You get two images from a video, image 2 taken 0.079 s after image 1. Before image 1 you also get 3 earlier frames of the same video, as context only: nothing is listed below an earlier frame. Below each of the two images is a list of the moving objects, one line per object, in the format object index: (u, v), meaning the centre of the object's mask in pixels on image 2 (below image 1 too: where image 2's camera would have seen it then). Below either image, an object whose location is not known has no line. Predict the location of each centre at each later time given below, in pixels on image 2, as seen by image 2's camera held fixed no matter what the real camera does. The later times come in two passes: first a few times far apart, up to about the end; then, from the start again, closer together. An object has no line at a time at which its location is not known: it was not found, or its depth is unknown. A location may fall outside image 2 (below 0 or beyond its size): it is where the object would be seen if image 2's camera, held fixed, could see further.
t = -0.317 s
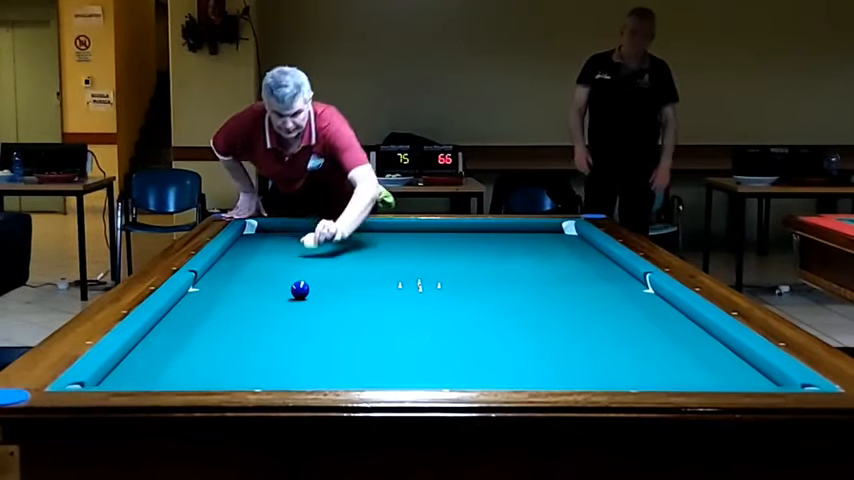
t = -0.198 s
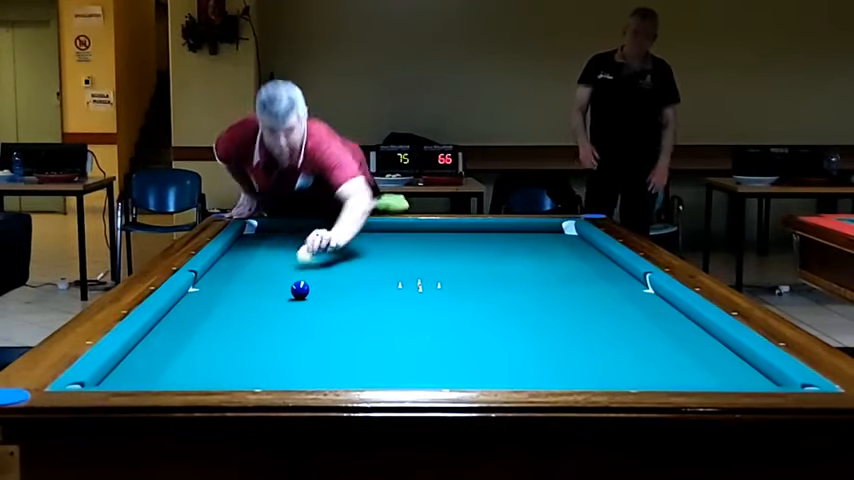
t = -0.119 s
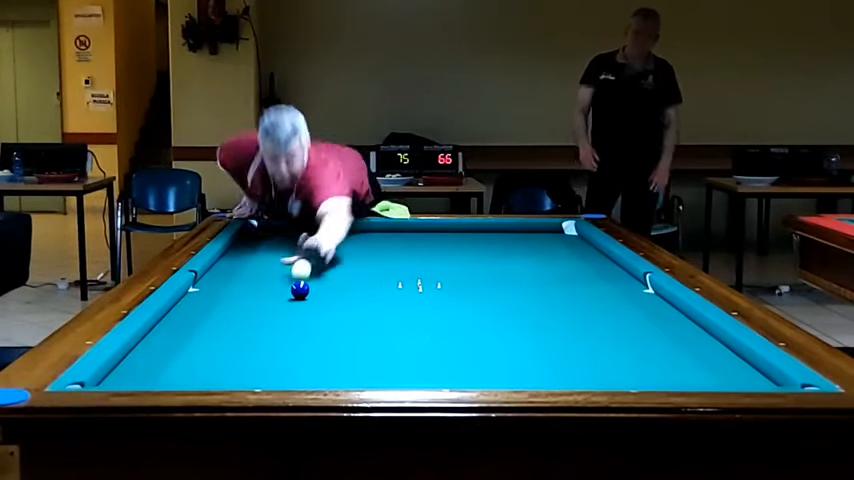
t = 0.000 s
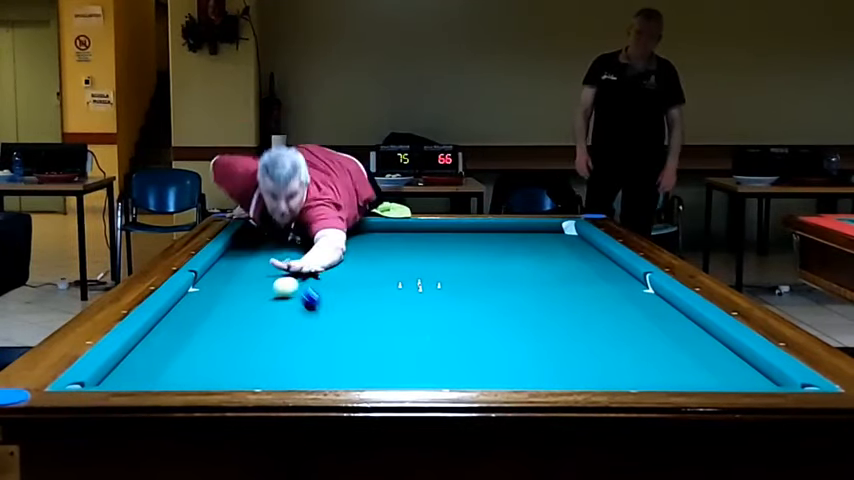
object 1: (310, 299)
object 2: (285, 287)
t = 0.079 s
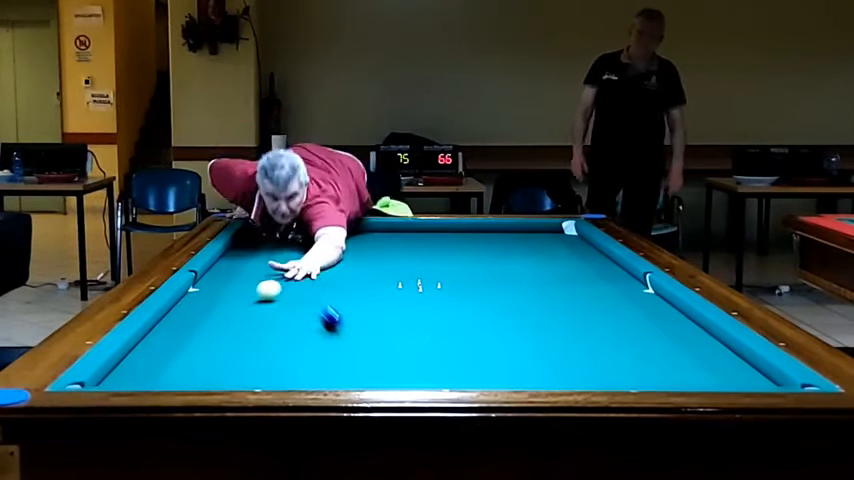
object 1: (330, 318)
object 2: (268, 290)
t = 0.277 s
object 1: (395, 377)
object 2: (230, 298)
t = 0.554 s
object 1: (439, 331)
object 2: (178, 309)
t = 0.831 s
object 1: (458, 290)
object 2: (195, 319)
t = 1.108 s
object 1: (471, 263)
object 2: (211, 329)
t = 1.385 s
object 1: (481, 242)
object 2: (227, 340)
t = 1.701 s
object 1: (490, 230)
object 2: (248, 354)
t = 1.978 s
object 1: (505, 242)
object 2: (268, 366)
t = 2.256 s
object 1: (520, 253)
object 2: (289, 374)
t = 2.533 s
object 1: (538, 265)
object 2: (311, 381)
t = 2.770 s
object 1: (555, 277)
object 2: (330, 378)
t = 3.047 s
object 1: (577, 293)
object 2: (350, 374)
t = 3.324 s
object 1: (604, 312)
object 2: (367, 369)
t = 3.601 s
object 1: (633, 333)
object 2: (384, 365)
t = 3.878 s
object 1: (669, 359)
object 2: (400, 360)
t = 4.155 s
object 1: (712, 381)
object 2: (414, 354)
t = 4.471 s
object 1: (704, 374)
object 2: (428, 348)
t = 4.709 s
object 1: (690, 360)
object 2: (438, 345)
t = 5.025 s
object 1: (675, 342)
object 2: (450, 340)
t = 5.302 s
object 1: (663, 328)
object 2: (460, 336)
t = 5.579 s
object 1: (653, 316)
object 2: (468, 333)
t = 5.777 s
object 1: (645, 307)
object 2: (475, 330)
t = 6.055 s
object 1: (637, 297)
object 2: (482, 327)
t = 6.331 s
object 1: (629, 288)
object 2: (489, 324)
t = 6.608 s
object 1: (622, 281)
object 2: (495, 322)
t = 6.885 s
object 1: (615, 274)
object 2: (500, 320)
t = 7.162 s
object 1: (609, 267)
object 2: (505, 318)
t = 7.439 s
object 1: (604, 262)
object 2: (509, 317)
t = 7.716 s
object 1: (599, 256)
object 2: (513, 315)
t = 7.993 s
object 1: (594, 252)
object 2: (516, 314)
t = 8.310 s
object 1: (589, 247)
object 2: (520, 313)
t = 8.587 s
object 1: (584, 243)
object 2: (522, 312)
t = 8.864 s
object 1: (581, 240)
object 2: (524, 311)
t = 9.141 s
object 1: (576, 236)
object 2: (525, 311)
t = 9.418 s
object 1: (573, 233)
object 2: (526, 310)
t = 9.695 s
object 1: (569, 230)
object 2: (525, 310)
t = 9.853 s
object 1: (567, 229)
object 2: (525, 310)
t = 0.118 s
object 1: (342, 330)
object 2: (260, 292)
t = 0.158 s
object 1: (354, 342)
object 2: (253, 293)
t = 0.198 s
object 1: (367, 355)
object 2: (246, 294)
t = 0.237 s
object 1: (381, 369)
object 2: (238, 296)
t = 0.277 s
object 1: (395, 377)
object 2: (230, 298)
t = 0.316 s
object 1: (412, 379)
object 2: (222, 299)
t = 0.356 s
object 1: (417, 374)
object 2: (215, 301)
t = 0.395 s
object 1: (422, 368)
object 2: (207, 303)
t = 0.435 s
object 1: (427, 357)
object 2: (199, 304)
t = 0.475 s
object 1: (431, 347)
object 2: (191, 305)
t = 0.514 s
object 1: (435, 339)
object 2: (183, 307)
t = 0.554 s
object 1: (439, 331)
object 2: (178, 309)
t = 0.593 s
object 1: (442, 324)
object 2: (182, 311)
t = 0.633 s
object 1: (445, 317)
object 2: (185, 312)
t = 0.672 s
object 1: (448, 311)
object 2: (187, 314)
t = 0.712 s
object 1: (451, 305)
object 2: (189, 315)
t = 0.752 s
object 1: (453, 300)
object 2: (191, 316)
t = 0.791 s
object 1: (455, 295)
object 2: (194, 318)
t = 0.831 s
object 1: (458, 290)
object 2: (195, 319)
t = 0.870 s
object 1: (460, 286)
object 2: (198, 320)
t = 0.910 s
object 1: (462, 282)
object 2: (200, 322)
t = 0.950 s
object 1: (464, 278)
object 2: (202, 323)
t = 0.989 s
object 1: (466, 274)
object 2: (204, 325)
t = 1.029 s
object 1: (467, 270)
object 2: (206, 326)
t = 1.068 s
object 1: (469, 266)
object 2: (209, 327)
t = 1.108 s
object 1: (471, 263)
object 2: (211, 329)
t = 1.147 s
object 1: (472, 260)
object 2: (213, 331)
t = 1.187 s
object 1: (474, 257)
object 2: (215, 332)
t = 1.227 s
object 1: (475, 254)
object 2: (218, 334)
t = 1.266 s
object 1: (477, 251)
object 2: (220, 335)
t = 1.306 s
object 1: (478, 248)
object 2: (223, 337)
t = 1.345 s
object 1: (480, 245)
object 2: (225, 339)
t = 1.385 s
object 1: (481, 242)
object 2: (227, 340)
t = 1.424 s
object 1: (482, 240)
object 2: (230, 342)
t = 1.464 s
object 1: (483, 237)
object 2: (233, 343)
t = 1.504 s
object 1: (484, 235)
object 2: (235, 345)
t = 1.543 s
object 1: (485, 232)
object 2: (238, 347)
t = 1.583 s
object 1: (486, 231)
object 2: (241, 348)
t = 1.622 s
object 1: (487, 229)
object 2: (243, 350)
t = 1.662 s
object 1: (488, 229)
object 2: (246, 352)
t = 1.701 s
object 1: (490, 230)
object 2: (248, 354)
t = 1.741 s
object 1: (493, 232)
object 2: (251, 355)
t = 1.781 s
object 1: (495, 234)
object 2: (254, 357)
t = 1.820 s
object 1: (496, 235)
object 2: (256, 359)
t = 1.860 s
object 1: (499, 237)
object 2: (259, 361)
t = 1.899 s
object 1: (501, 239)
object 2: (262, 362)
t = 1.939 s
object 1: (503, 241)
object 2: (265, 364)
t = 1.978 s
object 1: (505, 242)
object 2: (268, 366)
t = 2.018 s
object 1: (507, 244)
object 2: (270, 367)
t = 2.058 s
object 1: (510, 246)
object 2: (273, 369)
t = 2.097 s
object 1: (511, 247)
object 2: (276, 370)
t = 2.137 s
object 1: (514, 248)
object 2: (279, 371)
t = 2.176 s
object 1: (516, 250)
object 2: (283, 372)
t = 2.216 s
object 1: (518, 252)
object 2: (286, 373)
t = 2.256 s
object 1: (520, 253)
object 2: (289, 374)
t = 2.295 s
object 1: (523, 255)
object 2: (292, 376)
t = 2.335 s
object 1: (525, 256)
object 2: (295, 377)
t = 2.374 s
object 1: (528, 258)
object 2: (298, 377)
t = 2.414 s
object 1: (530, 260)
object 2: (301, 379)
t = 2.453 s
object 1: (532, 262)
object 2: (304, 380)
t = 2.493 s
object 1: (535, 264)
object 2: (307, 381)
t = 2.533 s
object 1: (538, 265)
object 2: (311, 381)
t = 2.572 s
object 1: (540, 268)
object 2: (315, 381)
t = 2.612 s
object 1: (543, 269)
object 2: (318, 380)
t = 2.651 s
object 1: (546, 271)
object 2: (321, 380)
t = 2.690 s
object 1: (549, 273)
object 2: (324, 379)
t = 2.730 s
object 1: (552, 275)
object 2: (327, 379)
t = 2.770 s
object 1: (555, 277)
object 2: (330, 378)
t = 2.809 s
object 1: (558, 279)
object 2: (333, 377)
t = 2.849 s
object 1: (561, 282)
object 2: (336, 377)
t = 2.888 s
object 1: (564, 284)
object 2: (339, 376)
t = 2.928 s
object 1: (567, 286)
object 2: (342, 375)
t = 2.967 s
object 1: (570, 288)
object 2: (345, 375)
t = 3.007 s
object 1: (574, 291)
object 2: (348, 374)
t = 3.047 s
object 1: (577, 293)
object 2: (350, 374)
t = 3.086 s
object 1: (581, 295)
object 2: (353, 373)
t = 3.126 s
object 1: (584, 298)
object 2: (355, 373)
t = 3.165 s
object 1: (588, 300)
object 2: (358, 372)
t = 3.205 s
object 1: (592, 303)
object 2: (361, 371)
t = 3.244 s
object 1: (596, 306)
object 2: (363, 371)
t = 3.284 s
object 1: (599, 309)
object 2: (366, 370)
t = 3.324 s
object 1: (604, 312)
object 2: (367, 369)
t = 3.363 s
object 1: (608, 315)
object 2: (370, 369)
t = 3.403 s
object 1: (612, 318)
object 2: (372, 368)
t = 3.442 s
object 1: (616, 320)
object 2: (375, 368)
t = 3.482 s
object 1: (620, 324)
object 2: (378, 367)
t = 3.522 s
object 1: (624, 327)
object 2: (380, 367)
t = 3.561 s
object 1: (629, 330)
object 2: (382, 366)
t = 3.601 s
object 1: (633, 333)
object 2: (384, 365)
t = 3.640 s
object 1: (638, 337)
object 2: (387, 364)
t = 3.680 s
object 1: (643, 340)
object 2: (389, 364)
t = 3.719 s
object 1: (648, 344)
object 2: (391, 363)
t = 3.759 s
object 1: (653, 347)
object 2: (393, 362)
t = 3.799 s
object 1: (658, 352)
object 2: (396, 361)
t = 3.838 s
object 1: (664, 355)
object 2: (398, 360)
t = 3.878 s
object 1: (669, 359)
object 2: (400, 360)
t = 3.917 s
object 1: (675, 363)
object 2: (402, 359)
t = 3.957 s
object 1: (680, 368)
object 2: (404, 358)
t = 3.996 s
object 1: (686, 371)
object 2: (406, 357)
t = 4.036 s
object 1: (693, 374)
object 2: (408, 356)
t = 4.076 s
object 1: (698, 377)
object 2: (410, 356)
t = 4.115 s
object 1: (705, 379)
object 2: (412, 355)
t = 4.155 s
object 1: (712, 381)
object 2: (414, 354)
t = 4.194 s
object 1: (717, 384)
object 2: (416, 353)
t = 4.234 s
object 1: (720, 384)
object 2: (417, 353)
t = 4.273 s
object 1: (717, 382)
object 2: (419, 352)
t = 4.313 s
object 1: (714, 380)
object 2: (421, 351)
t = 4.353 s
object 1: (711, 378)
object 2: (423, 350)
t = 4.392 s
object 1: (708, 377)
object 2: (425, 350)
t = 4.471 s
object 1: (704, 374)
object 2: (428, 348)
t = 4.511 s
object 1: (701, 373)
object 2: (430, 348)
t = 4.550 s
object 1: (699, 370)
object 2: (432, 347)
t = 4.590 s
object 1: (697, 368)
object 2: (433, 347)
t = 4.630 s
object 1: (695, 365)
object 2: (435, 346)
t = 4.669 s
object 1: (693, 363)
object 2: (437, 345)
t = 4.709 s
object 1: (690, 360)
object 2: (438, 345)
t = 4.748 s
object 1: (688, 358)
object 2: (440, 344)
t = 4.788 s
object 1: (686, 355)
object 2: (441, 343)
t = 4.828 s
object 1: (684, 353)
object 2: (443, 343)
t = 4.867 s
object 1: (682, 351)
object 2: (444, 342)
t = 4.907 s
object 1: (680, 348)
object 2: (446, 342)
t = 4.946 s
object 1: (678, 346)
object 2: (448, 341)
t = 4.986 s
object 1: (676, 344)
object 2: (449, 341)
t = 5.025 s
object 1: (675, 342)
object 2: (450, 340)
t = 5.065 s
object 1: (673, 340)
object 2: (452, 339)
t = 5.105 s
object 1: (671, 338)
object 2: (453, 339)
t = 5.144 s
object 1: (669, 336)
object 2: (454, 338)
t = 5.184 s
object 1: (668, 334)
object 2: (456, 338)
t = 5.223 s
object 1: (666, 332)
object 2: (457, 337)
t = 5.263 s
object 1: (664, 330)
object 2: (459, 337)
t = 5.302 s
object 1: (663, 328)
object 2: (460, 336)
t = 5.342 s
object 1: (661, 326)
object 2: (461, 336)
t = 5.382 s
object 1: (660, 325)
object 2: (462, 336)
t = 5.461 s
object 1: (657, 321)
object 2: (465, 334)
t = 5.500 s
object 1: (655, 319)
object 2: (466, 334)
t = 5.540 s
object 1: (654, 318)
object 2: (467, 333)
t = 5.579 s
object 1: (653, 316)
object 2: (468, 333)
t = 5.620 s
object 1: (651, 314)
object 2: (470, 332)
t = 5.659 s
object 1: (649, 311)
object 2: (472, 331)
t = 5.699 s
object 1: (647, 310)
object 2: (473, 331)
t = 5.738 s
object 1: (646, 308)
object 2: (474, 331)
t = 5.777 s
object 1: (645, 307)
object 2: (475, 330)
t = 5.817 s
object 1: (643, 305)
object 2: (476, 330)
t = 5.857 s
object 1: (643, 304)
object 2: (477, 329)
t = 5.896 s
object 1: (641, 303)
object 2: (478, 329)
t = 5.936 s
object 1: (640, 301)
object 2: (480, 328)
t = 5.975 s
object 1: (639, 300)
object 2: (480, 328)
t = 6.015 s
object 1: (638, 298)
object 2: (481, 327)
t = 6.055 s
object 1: (637, 297)
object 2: (482, 327)
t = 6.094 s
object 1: (635, 296)
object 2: (483, 326)
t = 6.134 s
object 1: (634, 295)
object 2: (484, 326)
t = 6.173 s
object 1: (633, 293)
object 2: (485, 326)
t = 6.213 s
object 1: (632, 292)
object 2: (486, 325)
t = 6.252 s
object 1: (631, 291)
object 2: (487, 325)
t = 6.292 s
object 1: (630, 290)
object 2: (488, 325)
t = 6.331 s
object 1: (629, 288)
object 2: (489, 324)
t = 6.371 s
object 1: (628, 287)
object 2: (490, 324)
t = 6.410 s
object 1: (626, 286)
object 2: (491, 324)
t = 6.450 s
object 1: (626, 285)
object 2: (491, 323)
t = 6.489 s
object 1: (625, 284)
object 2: (492, 323)
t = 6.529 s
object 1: (624, 283)
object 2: (493, 323)
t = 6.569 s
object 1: (623, 282)
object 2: (494, 322)
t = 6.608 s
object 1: (622, 281)
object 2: (495, 322)
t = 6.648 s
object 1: (621, 280)
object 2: (496, 322)
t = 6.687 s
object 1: (620, 279)
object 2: (496, 322)
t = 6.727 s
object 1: (619, 277)
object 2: (497, 321)
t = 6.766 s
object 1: (618, 277)
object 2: (498, 321)
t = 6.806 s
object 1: (617, 276)
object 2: (499, 321)
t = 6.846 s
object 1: (616, 275)
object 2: (499, 320)
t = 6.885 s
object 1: (615, 274)
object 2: (500, 320)
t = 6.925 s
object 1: (614, 273)
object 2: (500, 320)
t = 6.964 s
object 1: (614, 272)
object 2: (501, 320)
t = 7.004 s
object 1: (613, 271)
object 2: (502, 319)
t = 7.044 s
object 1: (612, 270)
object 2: (503, 319)
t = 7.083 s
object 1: (611, 269)
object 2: (503, 319)
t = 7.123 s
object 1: (610, 268)
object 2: (504, 318)
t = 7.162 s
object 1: (609, 267)
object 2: (505, 318)
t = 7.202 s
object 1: (608, 266)
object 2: (505, 318)
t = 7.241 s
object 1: (608, 266)
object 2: (506, 318)
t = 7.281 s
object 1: (607, 265)
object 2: (507, 317)
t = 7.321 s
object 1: (606, 264)
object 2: (507, 317)
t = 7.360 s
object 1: (605, 263)
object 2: (508, 317)
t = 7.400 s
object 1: (605, 263)
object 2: (508, 317)
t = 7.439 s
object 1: (604, 262)
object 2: (509, 317)
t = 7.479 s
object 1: (604, 261)
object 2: (509, 316)
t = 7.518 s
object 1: (603, 260)
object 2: (510, 316)
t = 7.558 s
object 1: (602, 259)
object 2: (510, 316)
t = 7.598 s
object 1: (602, 259)
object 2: (511, 316)
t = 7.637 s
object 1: (600, 258)
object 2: (511, 315)
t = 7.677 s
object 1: (599, 257)
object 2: (512, 315)
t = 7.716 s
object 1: (599, 256)
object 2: (513, 315)
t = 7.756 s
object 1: (598, 256)
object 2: (513, 315)
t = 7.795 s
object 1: (597, 255)
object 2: (514, 315)
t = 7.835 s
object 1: (597, 254)
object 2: (514, 315)
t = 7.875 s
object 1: (596, 254)
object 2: (515, 315)
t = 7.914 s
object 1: (595, 253)
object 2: (515, 314)
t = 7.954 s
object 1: (594, 252)
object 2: (516, 314)
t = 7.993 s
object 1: (594, 252)
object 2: (516, 314)
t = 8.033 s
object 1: (593, 251)
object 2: (517, 314)
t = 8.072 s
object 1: (593, 251)
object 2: (517, 314)
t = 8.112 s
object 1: (592, 250)
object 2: (518, 313)
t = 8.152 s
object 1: (591, 249)
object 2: (518, 313)
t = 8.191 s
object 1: (591, 248)
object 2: (518, 313)
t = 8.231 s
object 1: (590, 248)
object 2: (519, 313)
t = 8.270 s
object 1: (589, 247)
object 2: (519, 313)
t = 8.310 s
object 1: (589, 247)
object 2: (520, 313)
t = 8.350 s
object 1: (588, 246)
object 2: (520, 312)
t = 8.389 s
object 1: (587, 245)
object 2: (520, 312)
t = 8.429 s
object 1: (587, 245)
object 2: (521, 312)
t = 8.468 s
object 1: (586, 244)
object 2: (521, 312)
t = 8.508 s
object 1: (585, 244)
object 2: (521, 312)
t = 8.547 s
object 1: (585, 243)
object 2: (521, 312)
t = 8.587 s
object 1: (584, 243)
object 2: (522, 312)
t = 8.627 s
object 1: (584, 242)
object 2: (522, 312)
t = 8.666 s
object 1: (583, 242)
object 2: (523, 311)
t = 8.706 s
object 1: (582, 241)
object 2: (523, 311)
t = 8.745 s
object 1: (582, 241)
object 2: (523, 311)
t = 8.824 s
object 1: (581, 240)
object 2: (523, 311)
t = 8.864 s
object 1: (581, 240)
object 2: (524, 311)
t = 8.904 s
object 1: (580, 239)
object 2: (524, 311)
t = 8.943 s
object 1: (580, 239)
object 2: (524, 311)
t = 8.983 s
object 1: (579, 238)
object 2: (525, 311)
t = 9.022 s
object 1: (579, 238)
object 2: (525, 311)
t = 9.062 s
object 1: (578, 237)
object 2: (525, 311)
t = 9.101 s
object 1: (577, 237)
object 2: (525, 311)
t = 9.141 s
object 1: (576, 236)
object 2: (525, 311)
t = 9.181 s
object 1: (576, 236)
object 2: (525, 310)
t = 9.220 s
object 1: (575, 235)
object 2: (525, 310)
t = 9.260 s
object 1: (575, 235)
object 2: (526, 310)
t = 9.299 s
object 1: (574, 234)
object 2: (526, 310)
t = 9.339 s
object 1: (574, 234)
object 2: (526, 310)
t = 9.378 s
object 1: (573, 234)
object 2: (526, 310)
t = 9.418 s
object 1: (573, 233)
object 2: (526, 310)
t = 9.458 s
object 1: (573, 233)
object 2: (526, 310)
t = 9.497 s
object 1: (572, 232)
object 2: (526, 310)
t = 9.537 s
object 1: (571, 232)
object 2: (526, 310)
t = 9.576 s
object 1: (571, 231)
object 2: (526, 310)
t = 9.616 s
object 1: (570, 231)
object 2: (526, 310)
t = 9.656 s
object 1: (569, 230)
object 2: (525, 310)
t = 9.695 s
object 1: (569, 230)
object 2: (525, 310)
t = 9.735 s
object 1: (568, 230)
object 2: (525, 310)
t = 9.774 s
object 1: (568, 229)
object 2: (525, 310)
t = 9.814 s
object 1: (567, 229)
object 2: (525, 310)
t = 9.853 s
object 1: (567, 229)
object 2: (525, 310)
